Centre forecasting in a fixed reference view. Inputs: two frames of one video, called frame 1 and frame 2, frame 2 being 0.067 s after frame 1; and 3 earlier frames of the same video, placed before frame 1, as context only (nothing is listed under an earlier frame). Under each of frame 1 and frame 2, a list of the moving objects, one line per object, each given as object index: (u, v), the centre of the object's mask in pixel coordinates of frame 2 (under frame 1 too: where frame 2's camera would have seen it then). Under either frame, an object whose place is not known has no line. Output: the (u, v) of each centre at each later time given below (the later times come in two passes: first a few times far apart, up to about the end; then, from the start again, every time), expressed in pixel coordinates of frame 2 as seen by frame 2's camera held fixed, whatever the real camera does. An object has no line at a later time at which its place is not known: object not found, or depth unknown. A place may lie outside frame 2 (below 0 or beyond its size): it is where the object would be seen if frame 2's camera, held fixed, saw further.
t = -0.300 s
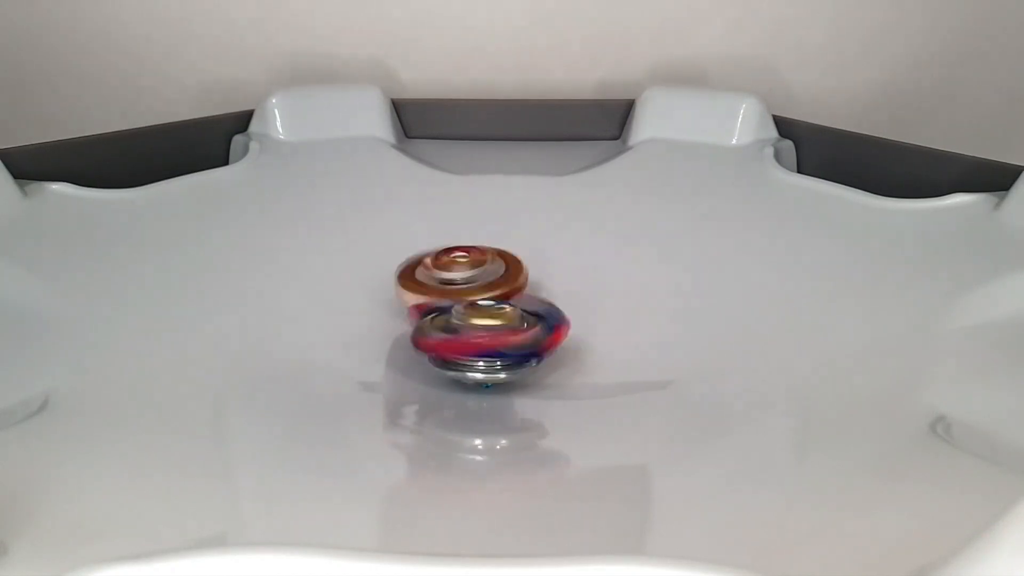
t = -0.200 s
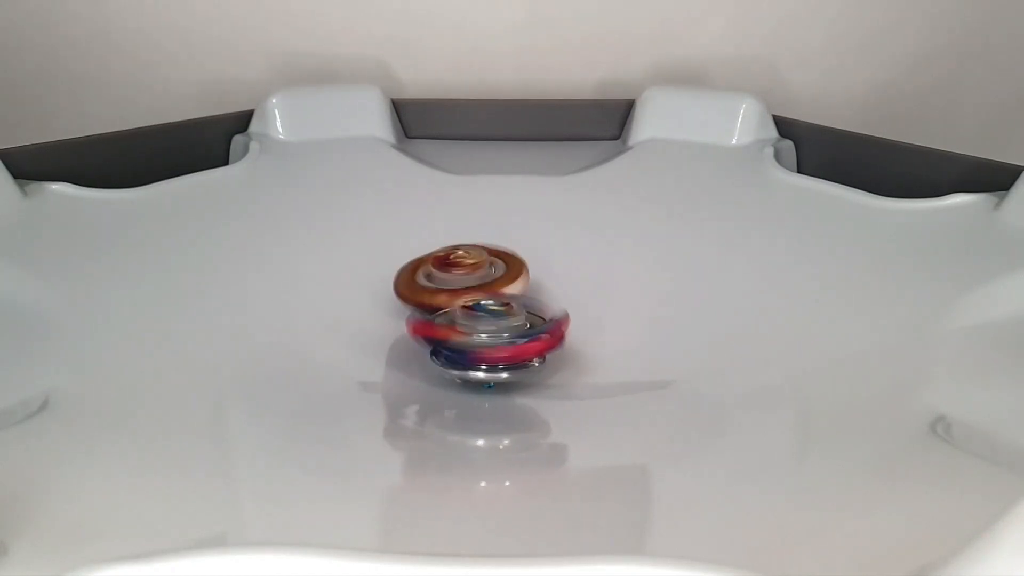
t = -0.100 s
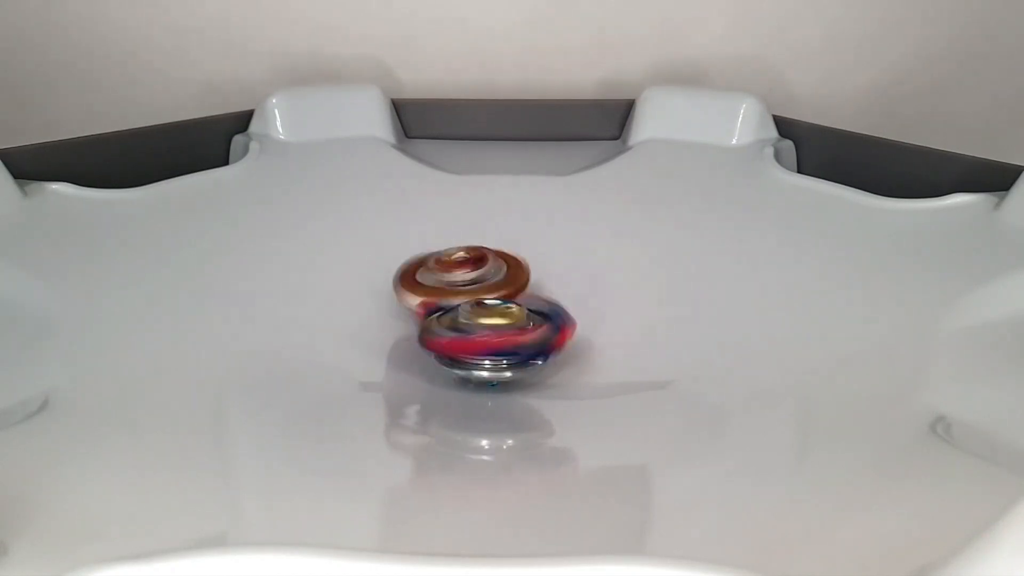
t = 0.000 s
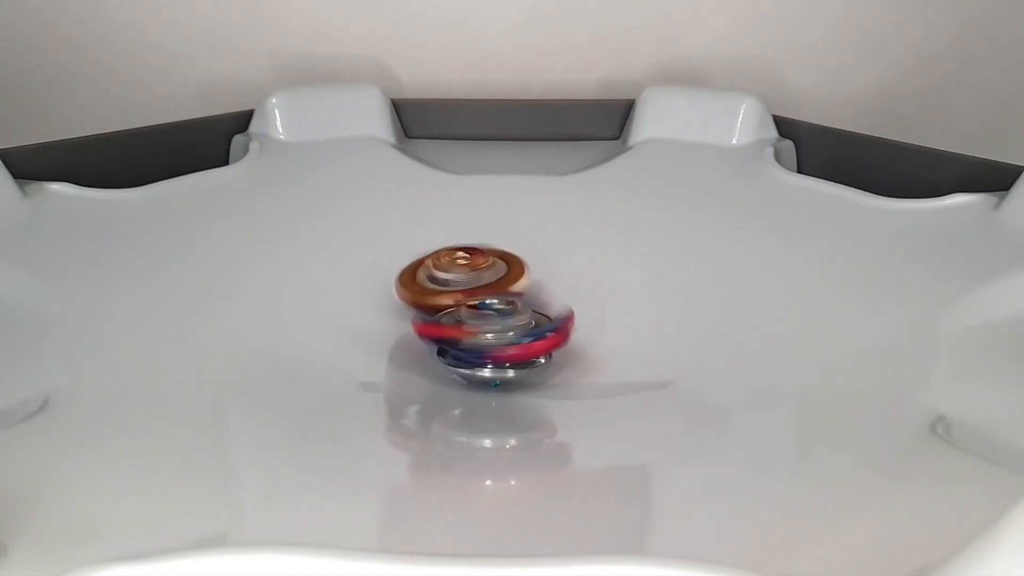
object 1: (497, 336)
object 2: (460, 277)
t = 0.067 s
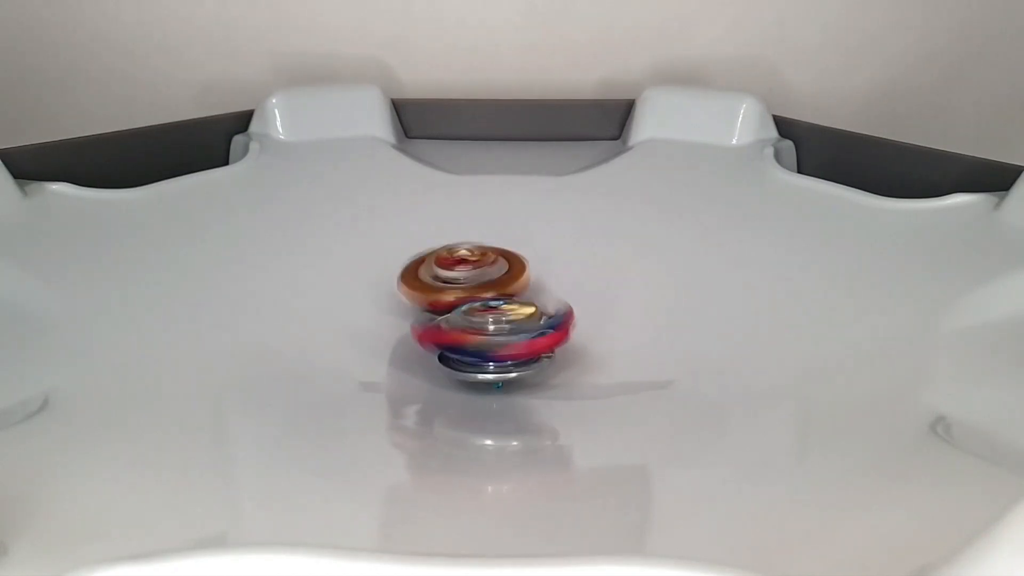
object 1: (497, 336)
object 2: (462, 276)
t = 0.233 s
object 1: (498, 340)
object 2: (468, 273)
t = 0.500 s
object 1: (500, 344)
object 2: (472, 271)
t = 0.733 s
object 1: (509, 345)
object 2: (478, 266)
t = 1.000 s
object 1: (521, 345)
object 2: (482, 265)
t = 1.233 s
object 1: (536, 344)
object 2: (486, 265)
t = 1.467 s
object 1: (547, 342)
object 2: (488, 265)
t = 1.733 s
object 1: (554, 336)
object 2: (489, 267)
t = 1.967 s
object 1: (555, 332)
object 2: (488, 269)
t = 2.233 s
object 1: (544, 324)
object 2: (488, 266)
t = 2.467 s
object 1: (534, 323)
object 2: (487, 261)
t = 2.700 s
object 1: (528, 334)
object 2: (482, 245)
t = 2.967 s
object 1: (521, 344)
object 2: (477, 226)
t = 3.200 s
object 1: (517, 350)
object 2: (473, 212)
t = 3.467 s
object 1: (518, 354)
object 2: (469, 201)
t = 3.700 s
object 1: (524, 357)
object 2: (463, 194)
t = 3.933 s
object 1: (536, 359)
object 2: (456, 189)
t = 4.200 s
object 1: (558, 360)
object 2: (447, 186)
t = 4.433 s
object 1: (577, 359)
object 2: (438, 187)
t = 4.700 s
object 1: (596, 356)
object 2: (426, 189)
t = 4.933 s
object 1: (608, 352)
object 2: (417, 192)
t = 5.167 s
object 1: (614, 346)
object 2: (408, 197)
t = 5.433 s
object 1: (612, 337)
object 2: (397, 203)
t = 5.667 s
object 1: (603, 331)
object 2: (389, 210)
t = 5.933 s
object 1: (587, 325)
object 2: (384, 220)
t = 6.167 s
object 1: (570, 319)
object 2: (380, 230)
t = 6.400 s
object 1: (552, 314)
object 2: (379, 241)
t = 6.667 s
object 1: (533, 308)
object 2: (382, 254)
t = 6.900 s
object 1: (515, 304)
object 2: (386, 268)
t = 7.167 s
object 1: (564, 319)
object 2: (347, 248)
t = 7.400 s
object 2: (305, 223)
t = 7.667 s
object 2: (266, 198)
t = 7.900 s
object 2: (239, 180)
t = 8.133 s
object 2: (216, 165)
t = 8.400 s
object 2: (195, 151)
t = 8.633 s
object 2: (187, 139)
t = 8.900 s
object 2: (183, 141)
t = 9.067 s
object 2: (179, 140)
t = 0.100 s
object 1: (497, 337)
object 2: (464, 274)
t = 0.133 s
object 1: (498, 337)
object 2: (463, 275)
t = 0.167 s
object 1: (498, 338)
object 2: (465, 274)
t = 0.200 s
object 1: (500, 338)
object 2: (464, 275)
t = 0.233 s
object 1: (498, 340)
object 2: (468, 273)
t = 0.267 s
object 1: (499, 340)
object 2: (466, 274)
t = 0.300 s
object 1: (498, 341)
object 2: (469, 272)
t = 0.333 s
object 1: (499, 340)
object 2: (469, 273)
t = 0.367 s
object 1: (498, 341)
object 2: (470, 271)
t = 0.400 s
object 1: (501, 341)
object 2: (471, 270)
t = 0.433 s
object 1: (499, 342)
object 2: (471, 271)
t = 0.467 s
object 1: (502, 342)
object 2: (473, 270)
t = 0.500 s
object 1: (500, 344)
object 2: (472, 271)
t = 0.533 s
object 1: (503, 343)
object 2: (474, 269)
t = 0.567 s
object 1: (503, 346)
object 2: (473, 270)
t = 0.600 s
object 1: (505, 343)
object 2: (476, 268)
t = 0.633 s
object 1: (505, 348)
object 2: (475, 269)
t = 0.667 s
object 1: (507, 344)
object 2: (477, 268)
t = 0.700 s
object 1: (506, 345)
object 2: (477, 267)
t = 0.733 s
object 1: (509, 345)
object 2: (478, 266)
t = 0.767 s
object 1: (510, 345)
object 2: (479, 266)
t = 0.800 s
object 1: (512, 345)
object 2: (479, 266)
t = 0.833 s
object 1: (514, 344)
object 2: (480, 265)
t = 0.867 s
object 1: (515, 345)
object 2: (480, 265)
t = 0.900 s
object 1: (518, 345)
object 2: (482, 265)
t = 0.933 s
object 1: (518, 345)
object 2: (481, 265)
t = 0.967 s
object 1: (521, 345)
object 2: (483, 265)
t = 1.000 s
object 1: (521, 345)
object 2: (482, 265)
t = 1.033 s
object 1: (525, 345)
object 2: (483, 264)
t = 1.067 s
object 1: (524, 345)
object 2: (485, 264)
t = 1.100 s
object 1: (529, 345)
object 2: (484, 265)
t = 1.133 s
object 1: (528, 345)
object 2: (486, 264)
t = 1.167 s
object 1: (532, 344)
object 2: (485, 264)
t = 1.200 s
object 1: (532, 346)
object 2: (486, 264)
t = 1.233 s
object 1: (536, 344)
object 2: (486, 265)
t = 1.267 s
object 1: (536, 345)
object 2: (487, 265)
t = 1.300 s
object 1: (540, 343)
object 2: (487, 265)
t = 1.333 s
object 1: (541, 344)
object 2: (488, 265)
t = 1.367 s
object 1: (542, 342)
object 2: (488, 265)
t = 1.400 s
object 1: (544, 343)
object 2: (488, 265)
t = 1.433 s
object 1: (545, 341)
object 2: (489, 266)
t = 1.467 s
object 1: (547, 342)
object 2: (488, 265)
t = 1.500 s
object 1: (547, 341)
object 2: (489, 265)
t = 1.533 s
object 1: (550, 341)
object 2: (488, 266)
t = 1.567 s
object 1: (548, 340)
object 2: (489, 266)
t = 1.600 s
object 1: (551, 339)
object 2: (488, 266)
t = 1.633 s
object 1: (551, 339)
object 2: (490, 267)
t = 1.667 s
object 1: (553, 337)
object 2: (489, 267)
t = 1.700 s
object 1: (552, 340)
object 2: (489, 268)
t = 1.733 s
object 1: (554, 336)
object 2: (489, 267)
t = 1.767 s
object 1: (555, 338)
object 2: (489, 268)
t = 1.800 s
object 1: (553, 334)
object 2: (490, 267)
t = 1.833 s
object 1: (555, 336)
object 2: (489, 269)
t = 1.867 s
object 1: (553, 333)
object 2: (489, 268)
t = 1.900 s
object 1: (556, 335)
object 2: (488, 269)
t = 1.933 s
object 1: (552, 331)
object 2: (490, 268)
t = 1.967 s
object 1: (555, 332)
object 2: (488, 269)
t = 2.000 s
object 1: (550, 331)
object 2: (489, 269)
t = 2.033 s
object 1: (551, 329)
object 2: (489, 267)
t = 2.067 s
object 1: (550, 329)
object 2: (489, 268)
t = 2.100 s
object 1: (549, 326)
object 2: (489, 266)
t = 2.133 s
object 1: (548, 327)
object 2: (488, 269)
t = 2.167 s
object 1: (547, 325)
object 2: (488, 266)
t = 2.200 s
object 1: (545, 328)
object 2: (487, 268)
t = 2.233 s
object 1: (544, 324)
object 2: (488, 266)
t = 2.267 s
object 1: (543, 326)
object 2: (486, 268)
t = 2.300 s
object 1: (541, 323)
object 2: (487, 266)
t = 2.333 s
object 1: (541, 324)
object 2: (486, 267)
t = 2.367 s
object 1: (540, 321)
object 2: (486, 266)
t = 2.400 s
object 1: (539, 323)
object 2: (487, 267)
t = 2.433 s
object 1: (536, 324)
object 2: (485, 266)
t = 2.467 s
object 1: (534, 323)
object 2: (487, 261)
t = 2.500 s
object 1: (532, 326)
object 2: (484, 261)
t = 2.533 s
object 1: (534, 327)
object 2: (485, 258)
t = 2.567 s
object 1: (531, 331)
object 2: (484, 256)
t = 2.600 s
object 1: (531, 330)
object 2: (484, 253)
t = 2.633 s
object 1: (528, 331)
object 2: (484, 251)
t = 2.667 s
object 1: (528, 332)
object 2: (481, 248)
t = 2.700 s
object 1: (528, 334)
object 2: (482, 245)
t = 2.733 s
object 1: (525, 336)
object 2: (480, 243)
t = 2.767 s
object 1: (525, 337)
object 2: (481, 240)
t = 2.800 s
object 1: (524, 339)
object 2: (480, 237)
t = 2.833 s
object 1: (525, 339)
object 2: (479, 235)
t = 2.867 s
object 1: (522, 341)
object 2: (480, 232)
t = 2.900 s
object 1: (522, 341)
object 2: (478, 231)
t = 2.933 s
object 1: (520, 344)
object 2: (479, 228)
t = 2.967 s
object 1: (521, 344)
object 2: (477, 226)
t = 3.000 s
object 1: (520, 345)
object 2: (477, 224)
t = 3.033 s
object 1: (519, 347)
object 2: (477, 222)
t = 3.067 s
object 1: (520, 347)
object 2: (475, 220)
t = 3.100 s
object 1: (518, 348)
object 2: (476, 218)
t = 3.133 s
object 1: (518, 349)
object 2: (474, 216)
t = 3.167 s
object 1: (516, 350)
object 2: (475, 214)
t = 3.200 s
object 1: (517, 350)
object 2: (473, 212)
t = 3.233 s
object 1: (518, 350)
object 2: (473, 211)
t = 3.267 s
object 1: (518, 351)
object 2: (473, 209)
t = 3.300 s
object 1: (519, 351)
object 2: (471, 208)
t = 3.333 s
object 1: (518, 351)
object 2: (471, 206)
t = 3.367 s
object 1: (519, 352)
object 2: (469, 204)
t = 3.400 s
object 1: (517, 353)
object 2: (470, 203)
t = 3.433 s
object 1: (520, 353)
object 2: (468, 202)
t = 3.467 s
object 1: (518, 354)
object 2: (469, 201)
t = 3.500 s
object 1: (522, 354)
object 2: (468, 199)
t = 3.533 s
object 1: (521, 355)
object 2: (466, 199)
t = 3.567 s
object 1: (521, 355)
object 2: (466, 197)
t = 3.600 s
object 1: (523, 356)
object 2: (464, 196)
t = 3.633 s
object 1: (523, 357)
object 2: (465, 195)
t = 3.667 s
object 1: (526, 356)
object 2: (463, 195)
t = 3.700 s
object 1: (524, 357)
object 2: (463, 194)
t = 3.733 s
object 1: (529, 357)
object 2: (462, 193)
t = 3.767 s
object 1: (530, 357)
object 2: (461, 192)
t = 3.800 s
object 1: (530, 357)
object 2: (460, 191)
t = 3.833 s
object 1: (532, 358)
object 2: (458, 191)
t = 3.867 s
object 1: (533, 359)
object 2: (458, 190)
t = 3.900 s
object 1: (537, 357)
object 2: (457, 189)
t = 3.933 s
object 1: (536, 359)
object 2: (456, 189)
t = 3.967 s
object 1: (541, 359)
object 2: (455, 188)
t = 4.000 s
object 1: (541, 359)
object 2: (453, 188)
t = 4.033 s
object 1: (545, 359)
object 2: (453, 188)
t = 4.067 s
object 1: (547, 359)
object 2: (451, 188)
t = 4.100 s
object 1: (548, 360)
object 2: (451, 187)
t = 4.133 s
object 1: (552, 359)
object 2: (450, 187)
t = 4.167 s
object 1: (552, 361)
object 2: (448, 187)
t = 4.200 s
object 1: (558, 360)
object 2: (447, 186)
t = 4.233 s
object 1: (558, 360)
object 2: (445, 187)
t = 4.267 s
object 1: (562, 361)
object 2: (445, 186)
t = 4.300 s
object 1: (565, 360)
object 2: (443, 186)
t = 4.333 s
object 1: (567, 360)
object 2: (442, 187)
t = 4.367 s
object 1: (571, 358)
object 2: (441, 187)
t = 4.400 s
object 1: (572, 360)
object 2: (439, 187)
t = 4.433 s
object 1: (577, 359)
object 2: (438, 187)
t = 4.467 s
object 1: (579, 359)
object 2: (436, 187)
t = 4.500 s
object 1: (581, 359)
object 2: (436, 187)
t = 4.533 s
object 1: (584, 357)
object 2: (434, 187)
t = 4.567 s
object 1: (587, 358)
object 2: (433, 188)
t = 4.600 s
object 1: (590, 356)
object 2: (432, 188)
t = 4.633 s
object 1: (592, 357)
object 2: (430, 188)
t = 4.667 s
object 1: (596, 356)
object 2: (429, 189)
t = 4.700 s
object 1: (596, 356)
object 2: (426, 189)
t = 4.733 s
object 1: (599, 355)
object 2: (426, 189)
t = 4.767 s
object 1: (601, 354)
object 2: (425, 189)
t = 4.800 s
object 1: (603, 354)
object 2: (423, 190)
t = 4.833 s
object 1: (606, 352)
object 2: (422, 191)
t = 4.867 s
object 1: (606, 353)
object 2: (419, 191)
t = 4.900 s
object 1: (610, 351)
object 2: (419, 191)
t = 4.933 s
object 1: (608, 352)
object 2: (417, 192)
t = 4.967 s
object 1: (611, 350)
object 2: (416, 193)
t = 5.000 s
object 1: (611, 349)
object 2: (415, 193)
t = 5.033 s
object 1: (612, 348)
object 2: (413, 194)
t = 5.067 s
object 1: (614, 347)
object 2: (412, 194)
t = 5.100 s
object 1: (614, 347)
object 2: (410, 195)
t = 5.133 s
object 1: (616, 345)
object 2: (409, 196)
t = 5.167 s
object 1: (614, 346)
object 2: (408, 197)
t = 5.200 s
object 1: (615, 344)
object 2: (406, 198)
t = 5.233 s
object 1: (615, 344)
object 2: (406, 198)
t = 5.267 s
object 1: (615, 343)
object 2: (403, 199)
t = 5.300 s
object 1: (615, 341)
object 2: (402, 200)
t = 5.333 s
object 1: (615, 341)
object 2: (400, 201)
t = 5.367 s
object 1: (615, 339)
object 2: (400, 201)
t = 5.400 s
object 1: (612, 339)
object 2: (399, 202)
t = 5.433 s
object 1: (612, 337)
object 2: (397, 203)
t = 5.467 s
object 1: (610, 338)
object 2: (396, 204)
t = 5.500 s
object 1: (610, 336)
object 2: (394, 205)
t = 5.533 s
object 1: (609, 335)
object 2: (395, 206)
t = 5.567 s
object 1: (608, 334)
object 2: (392, 207)
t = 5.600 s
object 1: (607, 332)
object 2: (392, 208)
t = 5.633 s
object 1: (604, 333)
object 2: (392, 209)
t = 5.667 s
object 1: (603, 331)
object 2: (389, 210)
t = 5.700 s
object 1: (601, 330)
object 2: (390, 211)
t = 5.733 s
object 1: (600, 329)
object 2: (387, 213)
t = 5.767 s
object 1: (598, 329)
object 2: (388, 214)
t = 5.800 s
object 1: (597, 328)
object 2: (387, 215)
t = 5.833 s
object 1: (595, 326)
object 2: (386, 216)
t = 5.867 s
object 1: (591, 327)
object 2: (386, 217)
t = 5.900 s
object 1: (590, 325)
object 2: (383, 218)
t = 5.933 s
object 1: (587, 325)
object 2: (384, 220)
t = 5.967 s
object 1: (586, 323)
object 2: (382, 222)
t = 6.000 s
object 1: (583, 323)
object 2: (382, 223)
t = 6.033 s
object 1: (581, 322)
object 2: (382, 224)
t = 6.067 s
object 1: (580, 320)
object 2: (380, 225)
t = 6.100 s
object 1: (575, 321)
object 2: (381, 227)
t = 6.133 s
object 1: (574, 319)
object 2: (379, 229)
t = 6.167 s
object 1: (570, 319)
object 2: (380, 230)
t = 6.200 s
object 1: (569, 317)
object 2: (379, 231)
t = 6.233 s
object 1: (566, 317)
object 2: (379, 233)
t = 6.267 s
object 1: (564, 317)
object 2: (379, 235)
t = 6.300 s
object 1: (562, 315)
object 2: (378, 236)
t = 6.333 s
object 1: (558, 315)
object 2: (379, 237)
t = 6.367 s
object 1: (557, 314)
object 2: (378, 239)
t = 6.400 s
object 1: (552, 314)
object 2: (379, 241)
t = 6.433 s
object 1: (552, 312)
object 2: (379, 243)
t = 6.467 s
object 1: (547, 313)
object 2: (379, 245)
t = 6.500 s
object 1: (547, 312)
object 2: (380, 246)
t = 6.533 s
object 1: (545, 310)
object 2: (378, 248)
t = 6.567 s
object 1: (540, 310)
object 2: (380, 250)
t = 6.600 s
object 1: (538, 309)
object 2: (380, 252)
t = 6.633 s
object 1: (534, 309)
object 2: (381, 253)
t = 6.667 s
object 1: (533, 308)
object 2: (382, 254)
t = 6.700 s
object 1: (527, 308)
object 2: (380, 256)
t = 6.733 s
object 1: (528, 307)
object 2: (382, 258)
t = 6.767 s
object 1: (526, 306)
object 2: (382, 260)
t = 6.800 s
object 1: (522, 307)
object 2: (384, 262)
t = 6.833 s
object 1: (520, 305)
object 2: (385, 263)
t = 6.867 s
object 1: (516, 305)
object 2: (384, 266)
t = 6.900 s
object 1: (515, 304)
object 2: (386, 268)
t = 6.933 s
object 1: (509, 304)
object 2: (385, 269)
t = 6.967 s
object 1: (513, 305)
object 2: (385, 269)
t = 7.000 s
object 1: (519, 307)
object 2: (380, 267)
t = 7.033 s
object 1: (525, 310)
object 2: (372, 263)
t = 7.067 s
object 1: (535, 311)
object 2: (367, 259)
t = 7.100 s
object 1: (545, 312)
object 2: (358, 254)
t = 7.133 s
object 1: (553, 316)
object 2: (352, 251)
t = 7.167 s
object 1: (564, 319)
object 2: (347, 248)
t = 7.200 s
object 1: (572, 323)
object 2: (338, 245)
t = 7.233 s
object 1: (579, 325)
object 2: (333, 240)
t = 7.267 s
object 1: (592, 326)
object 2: (328, 237)
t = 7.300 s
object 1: (602, 328)
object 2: (321, 232)
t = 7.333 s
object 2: (317, 228)
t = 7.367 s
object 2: (310, 226)
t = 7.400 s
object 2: (305, 223)
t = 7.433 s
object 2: (300, 219)
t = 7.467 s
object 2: (294, 216)
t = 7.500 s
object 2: (289, 212)
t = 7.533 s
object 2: (286, 208)
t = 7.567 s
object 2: (280, 205)
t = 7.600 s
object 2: (275, 203)
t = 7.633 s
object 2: (269, 200)
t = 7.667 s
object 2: (266, 198)
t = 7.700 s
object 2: (263, 194)
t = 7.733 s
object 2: (258, 191)
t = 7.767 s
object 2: (254, 188)
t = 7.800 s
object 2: (251, 185)
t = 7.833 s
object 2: (246, 184)
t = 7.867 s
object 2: (243, 182)
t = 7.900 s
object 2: (239, 180)
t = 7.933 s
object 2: (235, 177)
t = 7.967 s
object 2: (233, 175)
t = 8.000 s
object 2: (228, 173)
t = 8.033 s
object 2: (225, 170)
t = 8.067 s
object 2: (224, 169)
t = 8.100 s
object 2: (219, 167)
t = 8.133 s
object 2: (216, 165)
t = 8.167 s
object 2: (213, 163)
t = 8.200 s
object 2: (210, 161)
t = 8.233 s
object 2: (209, 159)
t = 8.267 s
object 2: (205, 157)
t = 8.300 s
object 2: (203, 156)
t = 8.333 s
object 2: (201, 154)
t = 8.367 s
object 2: (197, 152)
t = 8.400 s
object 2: (195, 151)
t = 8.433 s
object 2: (193, 149)
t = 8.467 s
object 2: (191, 148)
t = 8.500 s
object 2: (191, 146)
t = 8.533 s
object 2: (188, 143)
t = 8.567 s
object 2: (189, 142)
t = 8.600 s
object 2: (188, 141)
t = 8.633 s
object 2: (187, 139)
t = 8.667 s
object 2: (186, 139)
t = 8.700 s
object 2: (186, 138)
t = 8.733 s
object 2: (186, 138)
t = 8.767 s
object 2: (186, 138)
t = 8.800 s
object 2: (184, 138)
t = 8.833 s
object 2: (184, 139)
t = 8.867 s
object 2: (184, 140)
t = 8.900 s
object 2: (183, 141)
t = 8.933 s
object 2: (183, 141)
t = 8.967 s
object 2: (182, 140)
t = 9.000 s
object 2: (183, 140)
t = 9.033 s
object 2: (182, 140)
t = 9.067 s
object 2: (179, 140)
